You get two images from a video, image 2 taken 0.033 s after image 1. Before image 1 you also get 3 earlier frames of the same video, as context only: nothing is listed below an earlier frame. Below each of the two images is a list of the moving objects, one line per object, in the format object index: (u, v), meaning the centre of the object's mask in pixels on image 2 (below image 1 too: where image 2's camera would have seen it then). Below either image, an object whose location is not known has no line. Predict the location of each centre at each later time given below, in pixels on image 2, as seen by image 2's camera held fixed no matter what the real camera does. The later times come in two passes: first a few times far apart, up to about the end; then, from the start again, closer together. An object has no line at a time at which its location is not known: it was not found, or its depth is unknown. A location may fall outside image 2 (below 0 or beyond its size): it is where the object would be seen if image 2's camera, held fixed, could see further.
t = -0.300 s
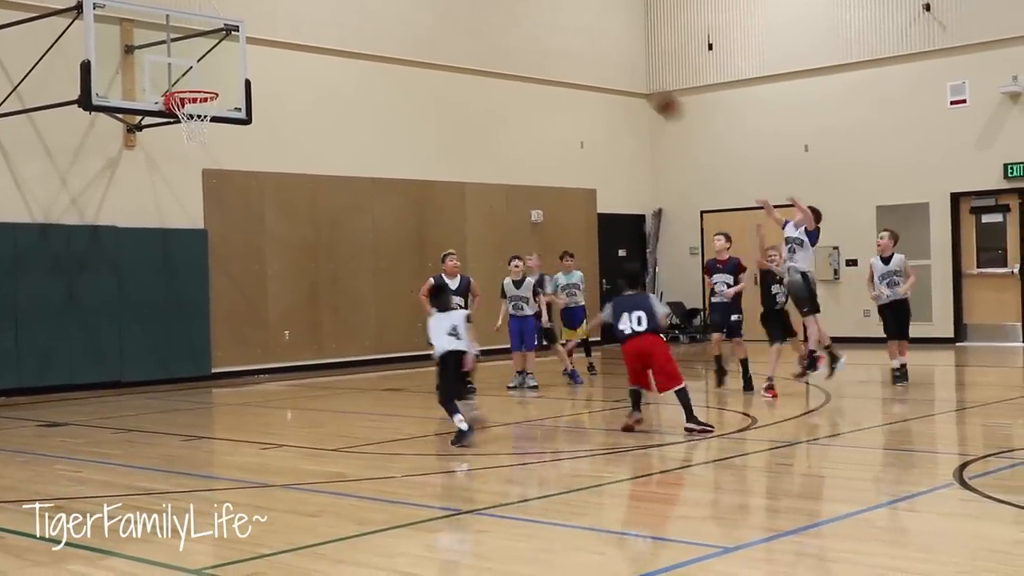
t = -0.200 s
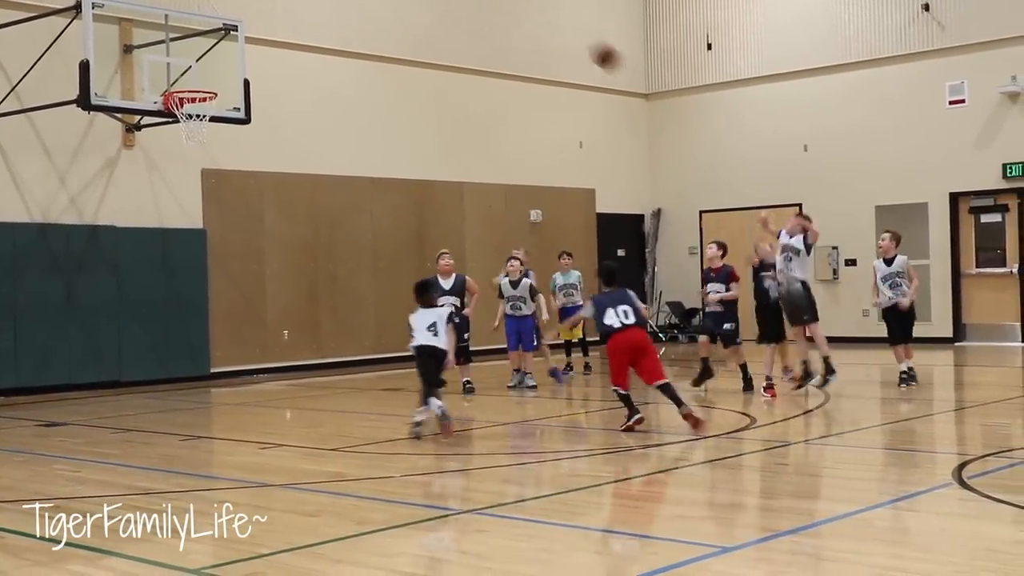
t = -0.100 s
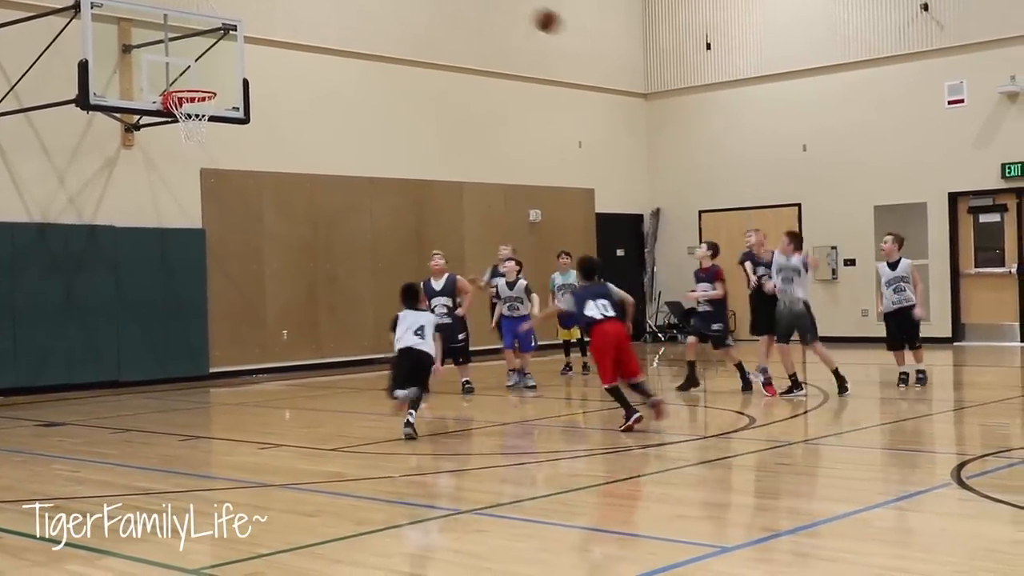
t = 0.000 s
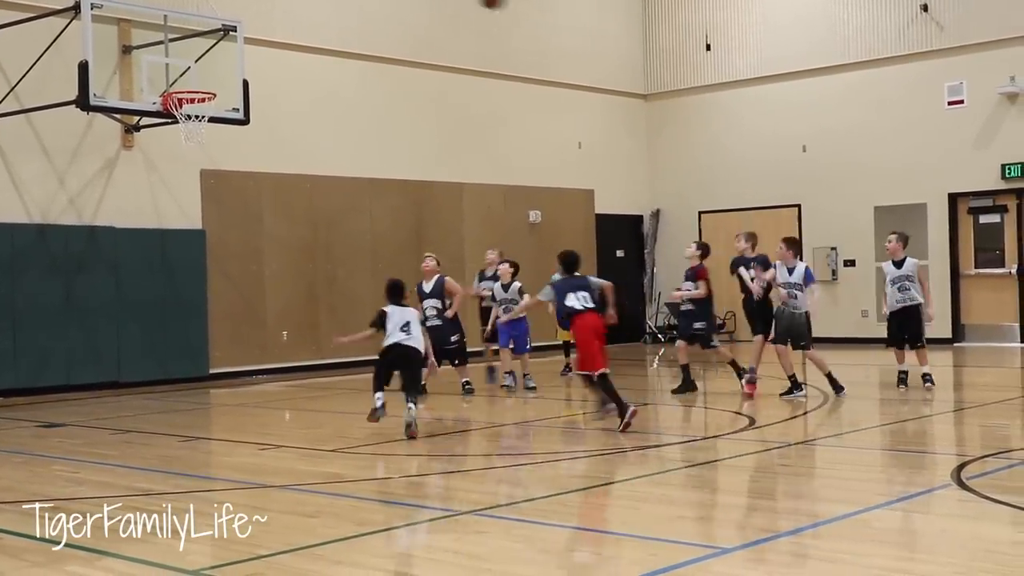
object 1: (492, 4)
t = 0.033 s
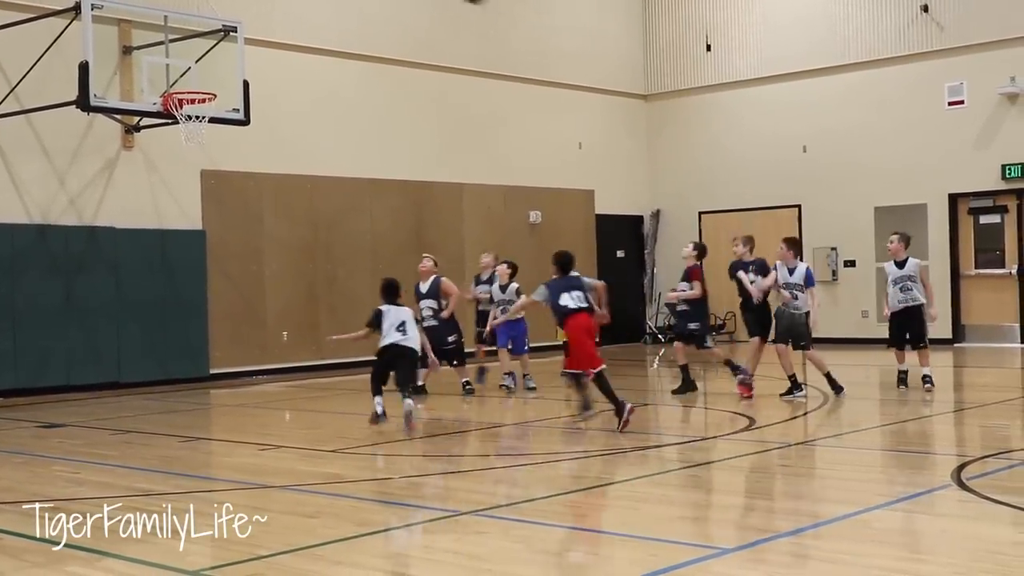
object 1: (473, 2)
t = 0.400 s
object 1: (290, 7)
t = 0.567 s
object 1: (215, 54)
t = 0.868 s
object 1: (185, 74)
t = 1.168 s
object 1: (185, 78)
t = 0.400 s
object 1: (290, 7)
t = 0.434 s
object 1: (276, 12)
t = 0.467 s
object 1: (260, 21)
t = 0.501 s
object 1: (246, 30)
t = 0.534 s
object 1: (231, 42)
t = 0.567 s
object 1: (215, 54)
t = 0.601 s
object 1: (201, 66)
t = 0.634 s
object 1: (187, 78)
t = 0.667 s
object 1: (179, 83)
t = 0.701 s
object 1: (180, 79)
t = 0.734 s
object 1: (181, 76)
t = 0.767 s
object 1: (182, 74)
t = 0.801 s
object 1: (183, 73)
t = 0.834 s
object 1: (183, 73)
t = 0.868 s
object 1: (185, 74)
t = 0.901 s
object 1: (186, 76)
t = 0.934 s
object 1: (188, 78)
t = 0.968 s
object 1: (188, 78)
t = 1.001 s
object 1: (187, 76)
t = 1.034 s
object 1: (186, 75)
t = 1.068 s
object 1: (186, 75)
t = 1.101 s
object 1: (185, 76)
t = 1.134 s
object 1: (185, 78)
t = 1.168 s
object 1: (185, 78)
